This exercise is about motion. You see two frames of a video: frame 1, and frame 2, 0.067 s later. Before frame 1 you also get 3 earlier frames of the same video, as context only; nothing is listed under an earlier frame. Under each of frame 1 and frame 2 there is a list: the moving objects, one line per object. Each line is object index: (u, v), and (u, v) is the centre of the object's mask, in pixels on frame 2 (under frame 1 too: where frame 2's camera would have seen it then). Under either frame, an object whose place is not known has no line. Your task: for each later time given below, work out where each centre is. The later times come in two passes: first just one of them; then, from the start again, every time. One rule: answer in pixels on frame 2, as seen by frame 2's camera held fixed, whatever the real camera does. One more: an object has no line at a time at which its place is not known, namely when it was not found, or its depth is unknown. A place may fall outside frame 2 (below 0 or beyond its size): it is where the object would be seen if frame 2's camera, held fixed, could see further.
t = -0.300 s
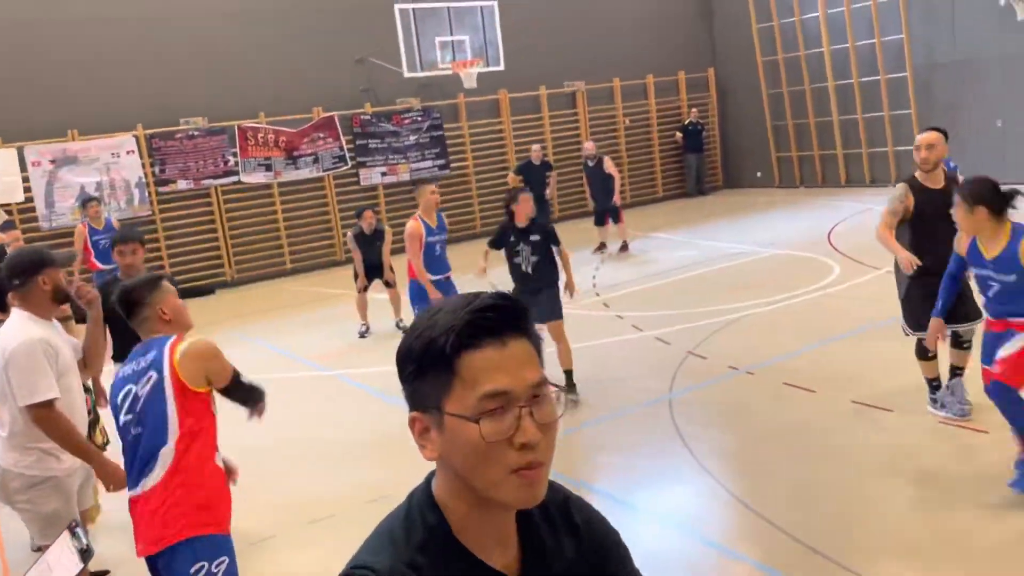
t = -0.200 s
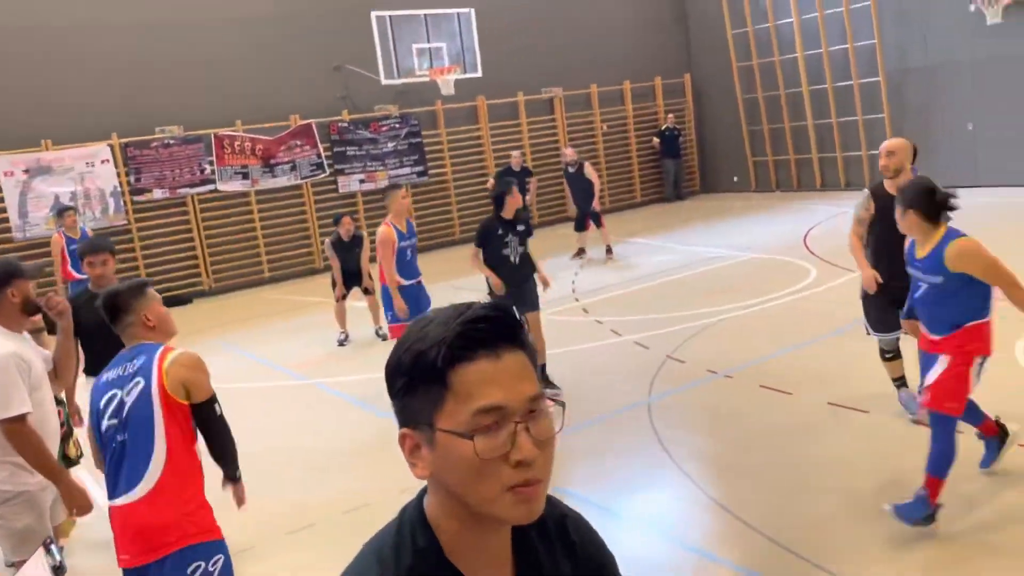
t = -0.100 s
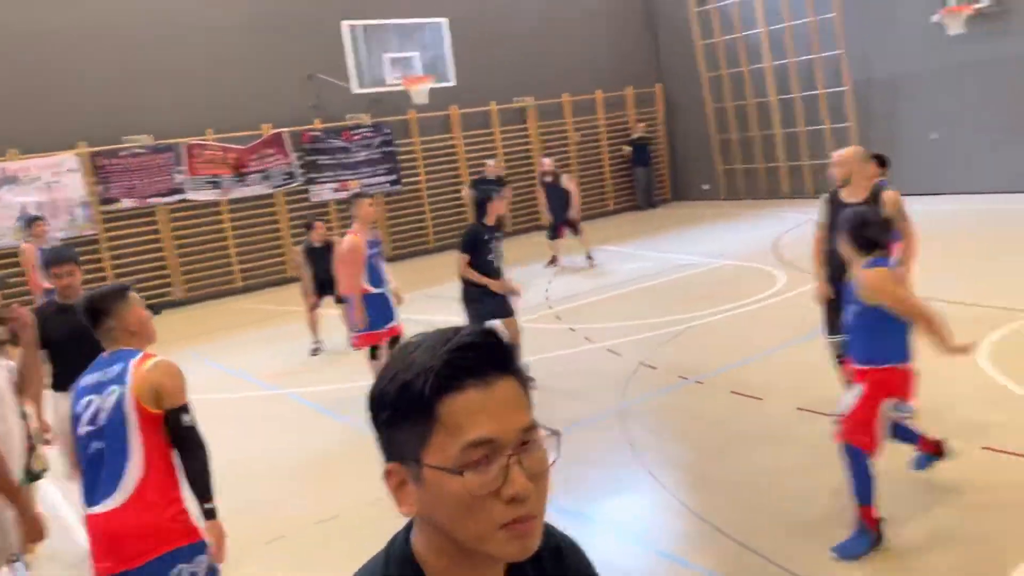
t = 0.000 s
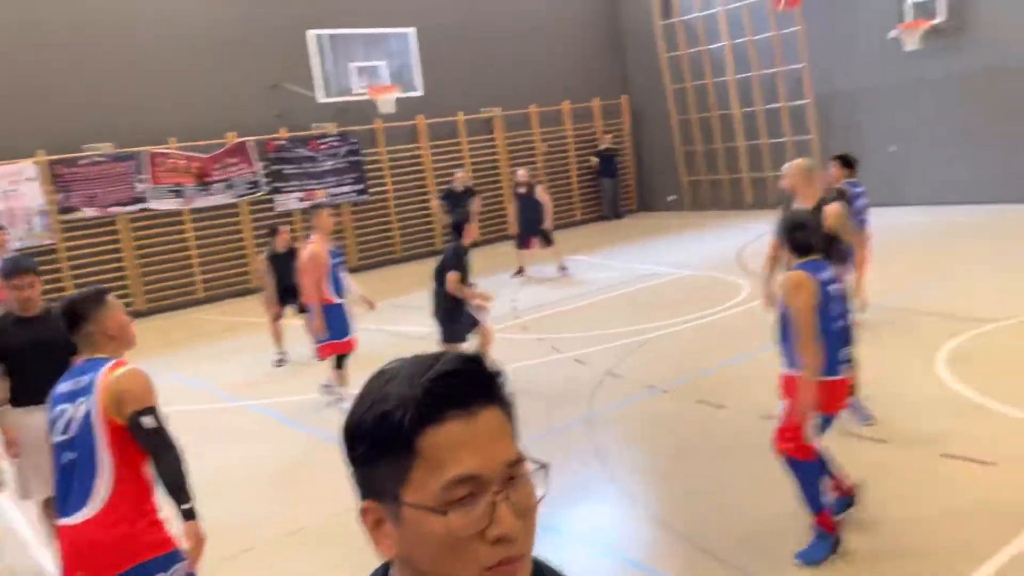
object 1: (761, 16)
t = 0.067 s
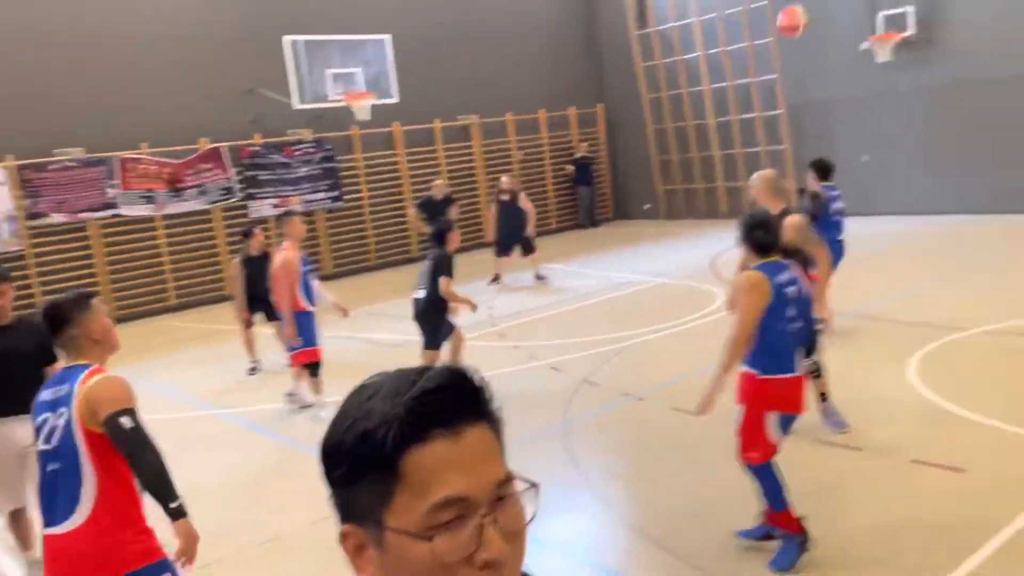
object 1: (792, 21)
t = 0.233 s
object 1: (855, 73)
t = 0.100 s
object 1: (806, 30)
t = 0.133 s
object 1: (819, 40)
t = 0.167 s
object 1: (832, 51)
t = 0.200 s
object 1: (844, 61)
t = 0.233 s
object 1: (855, 73)
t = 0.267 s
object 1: (864, 85)
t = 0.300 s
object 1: (873, 97)
